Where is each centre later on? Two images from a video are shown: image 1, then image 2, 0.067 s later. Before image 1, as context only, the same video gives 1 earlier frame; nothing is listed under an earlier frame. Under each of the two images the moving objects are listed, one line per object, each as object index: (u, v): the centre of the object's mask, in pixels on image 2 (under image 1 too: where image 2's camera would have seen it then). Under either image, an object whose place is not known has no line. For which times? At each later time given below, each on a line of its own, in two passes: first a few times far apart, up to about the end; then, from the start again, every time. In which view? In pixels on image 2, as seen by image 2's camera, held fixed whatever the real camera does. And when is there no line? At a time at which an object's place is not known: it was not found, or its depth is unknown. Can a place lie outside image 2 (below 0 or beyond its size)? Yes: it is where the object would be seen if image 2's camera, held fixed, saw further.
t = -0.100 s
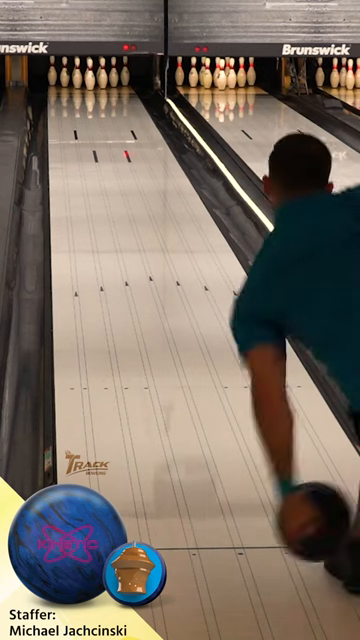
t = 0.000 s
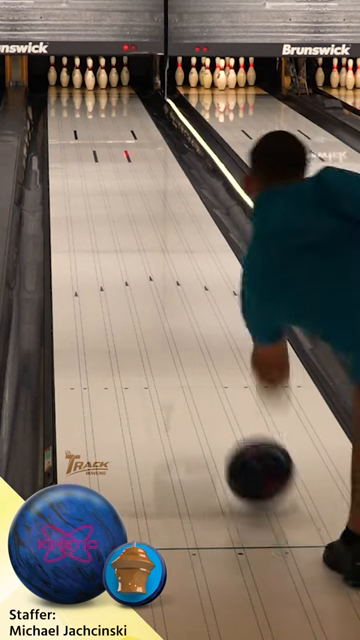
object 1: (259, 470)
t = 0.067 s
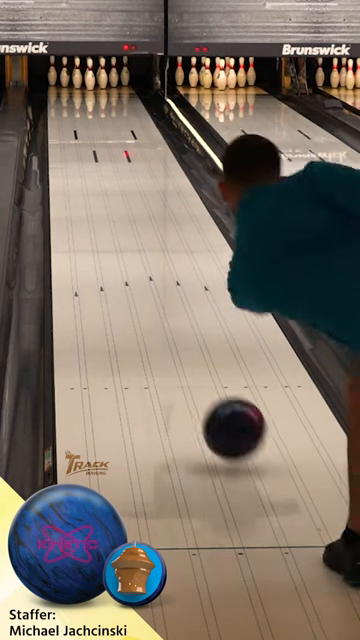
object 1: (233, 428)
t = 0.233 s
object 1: (185, 355)
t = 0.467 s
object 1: (141, 277)
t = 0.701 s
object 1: (112, 223)
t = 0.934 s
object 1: (93, 185)
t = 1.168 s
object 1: (79, 156)
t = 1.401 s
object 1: (70, 133)
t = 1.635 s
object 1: (65, 115)
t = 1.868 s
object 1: (67, 101)
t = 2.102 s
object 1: (76, 89)
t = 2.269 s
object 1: (85, 83)
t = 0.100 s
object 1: (222, 414)
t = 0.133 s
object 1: (211, 401)
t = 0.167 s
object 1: (202, 384)
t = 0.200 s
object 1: (193, 369)
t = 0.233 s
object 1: (185, 355)
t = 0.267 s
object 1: (178, 342)
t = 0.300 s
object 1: (170, 329)
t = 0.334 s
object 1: (164, 317)
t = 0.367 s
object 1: (157, 305)
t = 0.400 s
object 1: (152, 295)
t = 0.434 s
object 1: (146, 286)
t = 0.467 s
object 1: (141, 277)
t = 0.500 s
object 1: (136, 268)
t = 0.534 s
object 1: (132, 260)
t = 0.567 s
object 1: (127, 251)
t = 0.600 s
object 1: (123, 244)
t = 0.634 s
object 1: (119, 236)
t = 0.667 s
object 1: (116, 229)
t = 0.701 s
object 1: (112, 223)
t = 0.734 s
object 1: (109, 217)
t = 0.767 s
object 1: (106, 211)
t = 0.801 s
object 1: (103, 205)
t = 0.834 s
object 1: (100, 200)
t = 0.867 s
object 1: (98, 195)
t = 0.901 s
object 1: (95, 189)
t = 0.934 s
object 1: (93, 185)
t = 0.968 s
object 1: (91, 180)
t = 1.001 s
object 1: (89, 176)
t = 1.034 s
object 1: (86, 171)
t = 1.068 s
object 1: (84, 167)
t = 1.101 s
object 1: (83, 163)
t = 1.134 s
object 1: (81, 160)
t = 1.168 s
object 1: (79, 156)
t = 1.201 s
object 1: (77, 152)
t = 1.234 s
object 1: (76, 149)
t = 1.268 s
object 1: (75, 145)
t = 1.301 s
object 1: (73, 142)
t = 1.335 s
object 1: (72, 139)
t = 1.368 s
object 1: (71, 136)
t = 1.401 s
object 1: (70, 133)
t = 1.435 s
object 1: (69, 130)
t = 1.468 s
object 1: (68, 127)
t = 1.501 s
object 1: (67, 125)
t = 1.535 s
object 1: (66, 122)
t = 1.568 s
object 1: (66, 120)
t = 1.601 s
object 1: (65, 118)
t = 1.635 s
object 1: (65, 115)
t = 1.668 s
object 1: (65, 113)
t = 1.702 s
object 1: (65, 111)
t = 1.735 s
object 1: (65, 109)
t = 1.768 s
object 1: (65, 106)
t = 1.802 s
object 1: (66, 105)
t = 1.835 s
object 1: (66, 103)
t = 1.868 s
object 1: (67, 101)
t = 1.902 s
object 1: (68, 99)
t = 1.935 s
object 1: (69, 97)
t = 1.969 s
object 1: (70, 96)
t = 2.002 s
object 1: (71, 95)
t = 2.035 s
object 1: (73, 92)
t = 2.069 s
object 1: (74, 91)
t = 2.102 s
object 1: (76, 89)
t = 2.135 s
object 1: (77, 89)
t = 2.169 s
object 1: (80, 87)
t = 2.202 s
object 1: (82, 85)
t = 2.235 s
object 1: (83, 84)
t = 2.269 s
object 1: (85, 83)
